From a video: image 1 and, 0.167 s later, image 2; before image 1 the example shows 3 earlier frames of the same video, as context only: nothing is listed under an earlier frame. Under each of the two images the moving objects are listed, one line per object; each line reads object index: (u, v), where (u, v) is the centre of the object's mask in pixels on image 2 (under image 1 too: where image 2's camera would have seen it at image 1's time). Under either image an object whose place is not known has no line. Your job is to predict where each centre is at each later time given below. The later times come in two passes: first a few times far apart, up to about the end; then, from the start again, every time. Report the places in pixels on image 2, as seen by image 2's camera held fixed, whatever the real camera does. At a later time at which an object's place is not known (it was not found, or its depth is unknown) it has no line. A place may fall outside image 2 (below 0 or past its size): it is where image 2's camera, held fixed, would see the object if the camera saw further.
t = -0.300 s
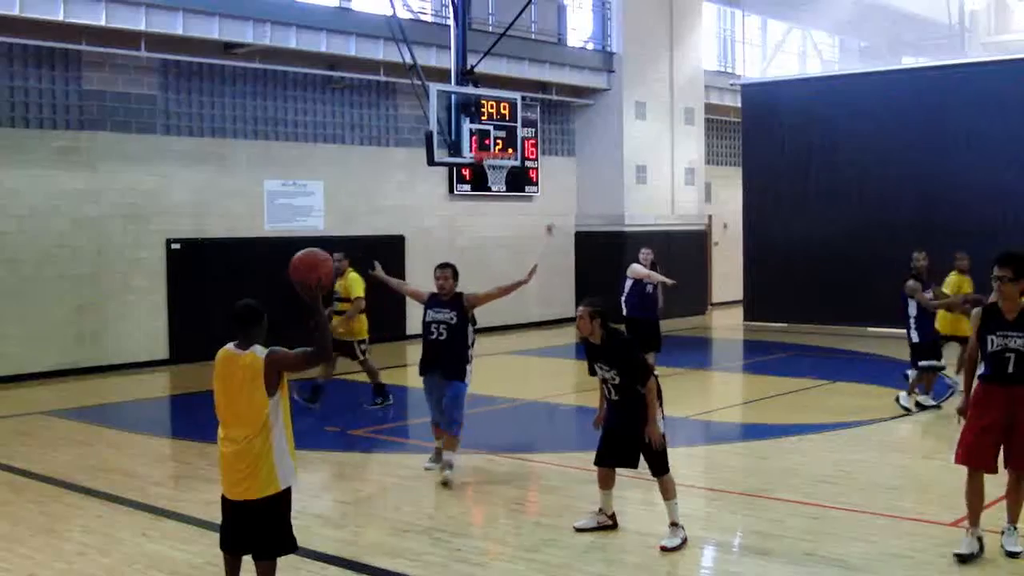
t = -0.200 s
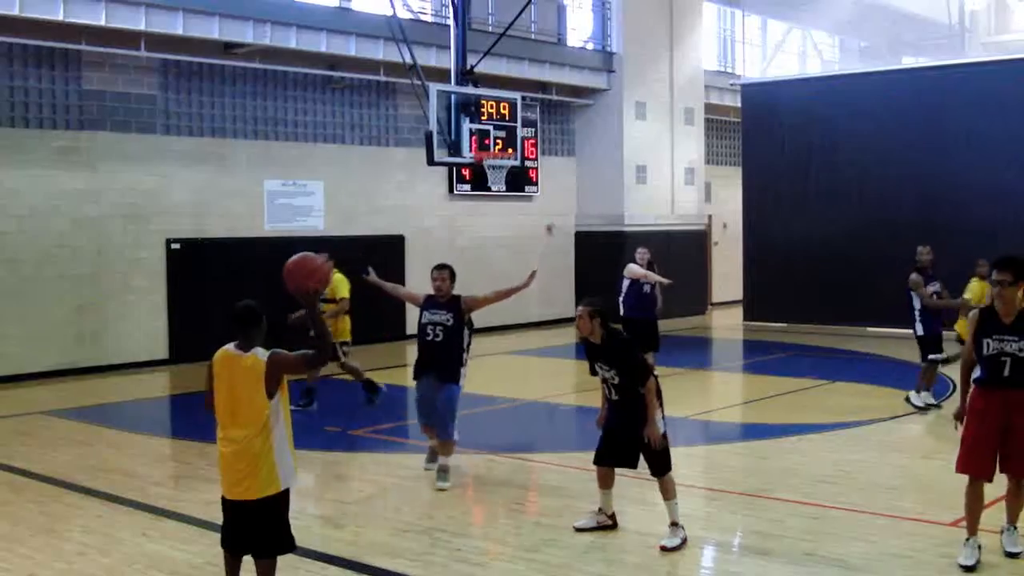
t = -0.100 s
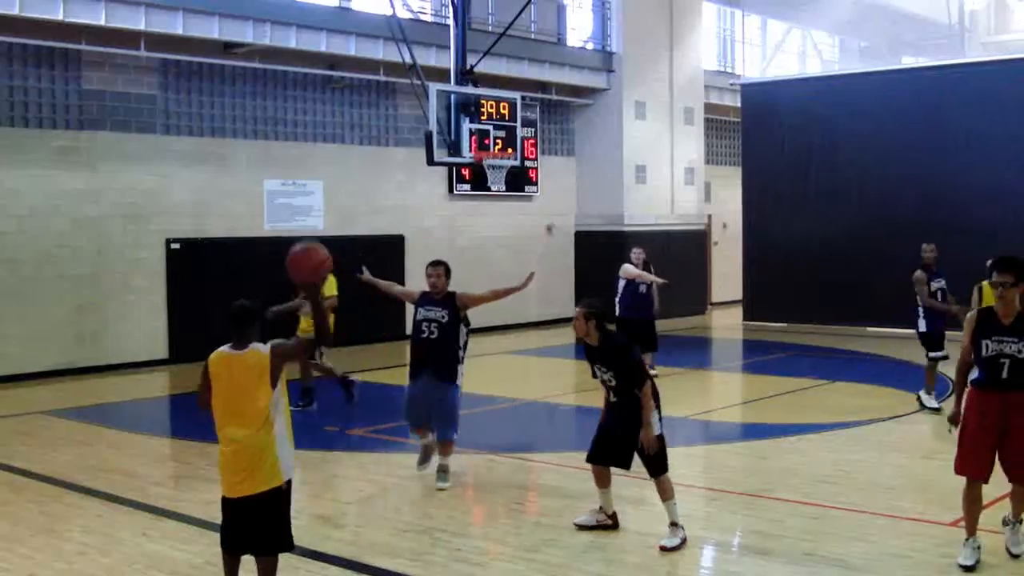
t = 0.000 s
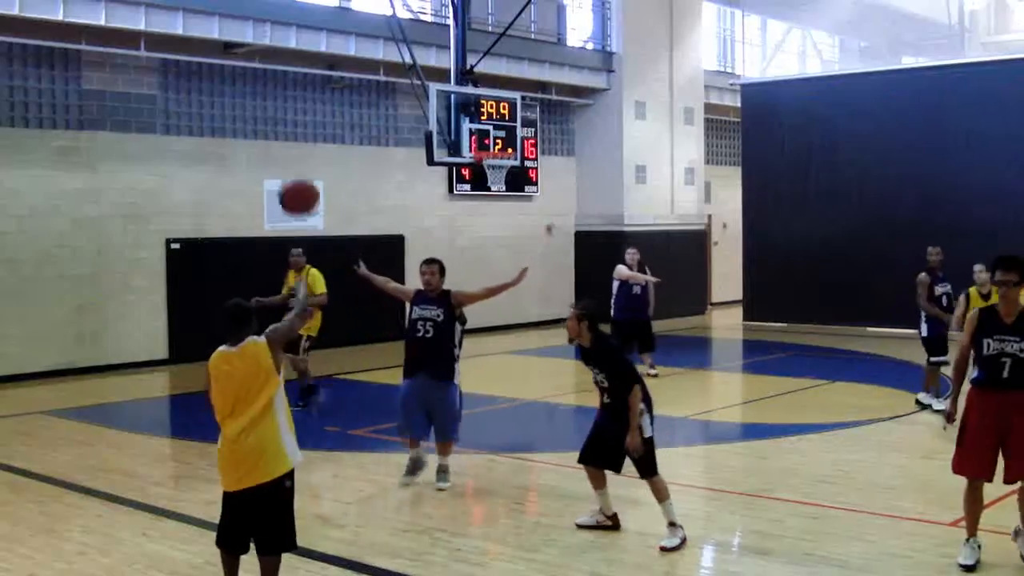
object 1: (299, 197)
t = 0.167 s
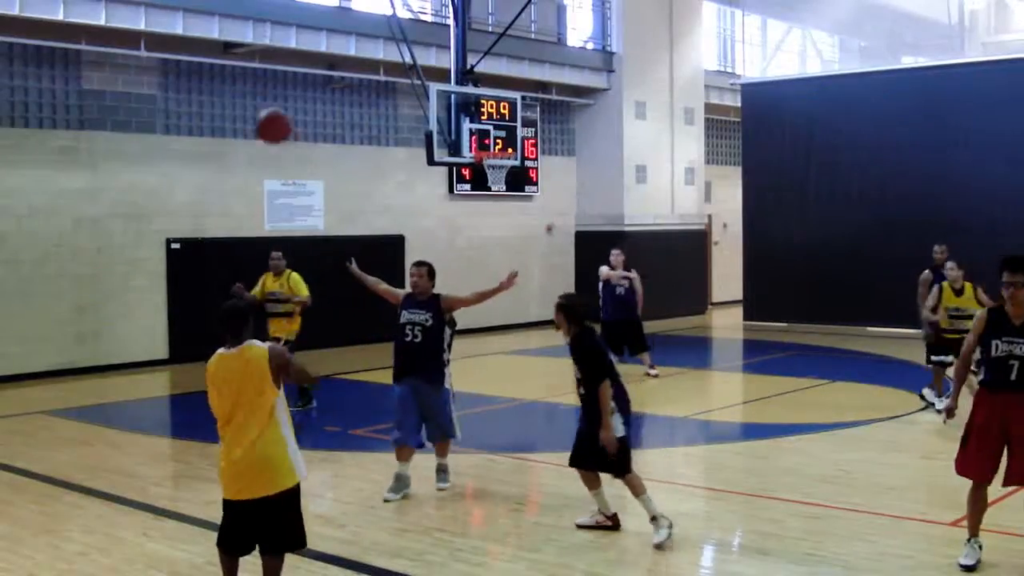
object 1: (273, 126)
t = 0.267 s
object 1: (261, 110)
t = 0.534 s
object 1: (238, 127)
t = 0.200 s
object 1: (269, 119)
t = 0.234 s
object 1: (265, 113)
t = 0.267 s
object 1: (261, 110)
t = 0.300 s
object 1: (258, 108)
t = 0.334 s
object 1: (255, 107)
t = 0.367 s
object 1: (252, 107)
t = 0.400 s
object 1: (248, 109)
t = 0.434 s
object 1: (246, 112)
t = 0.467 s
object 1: (243, 116)
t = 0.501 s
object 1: (241, 122)
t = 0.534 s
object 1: (238, 127)
